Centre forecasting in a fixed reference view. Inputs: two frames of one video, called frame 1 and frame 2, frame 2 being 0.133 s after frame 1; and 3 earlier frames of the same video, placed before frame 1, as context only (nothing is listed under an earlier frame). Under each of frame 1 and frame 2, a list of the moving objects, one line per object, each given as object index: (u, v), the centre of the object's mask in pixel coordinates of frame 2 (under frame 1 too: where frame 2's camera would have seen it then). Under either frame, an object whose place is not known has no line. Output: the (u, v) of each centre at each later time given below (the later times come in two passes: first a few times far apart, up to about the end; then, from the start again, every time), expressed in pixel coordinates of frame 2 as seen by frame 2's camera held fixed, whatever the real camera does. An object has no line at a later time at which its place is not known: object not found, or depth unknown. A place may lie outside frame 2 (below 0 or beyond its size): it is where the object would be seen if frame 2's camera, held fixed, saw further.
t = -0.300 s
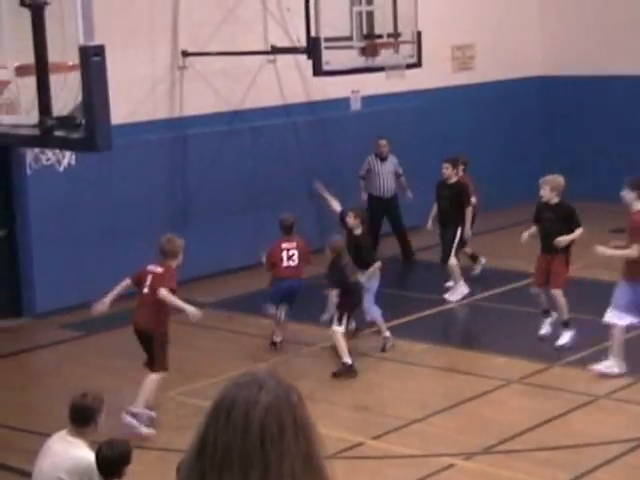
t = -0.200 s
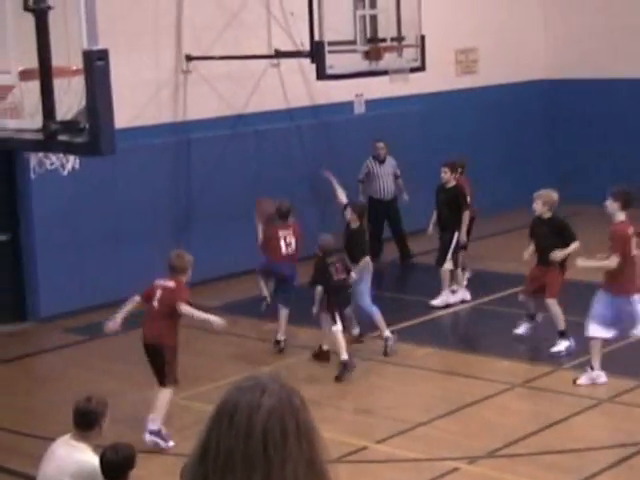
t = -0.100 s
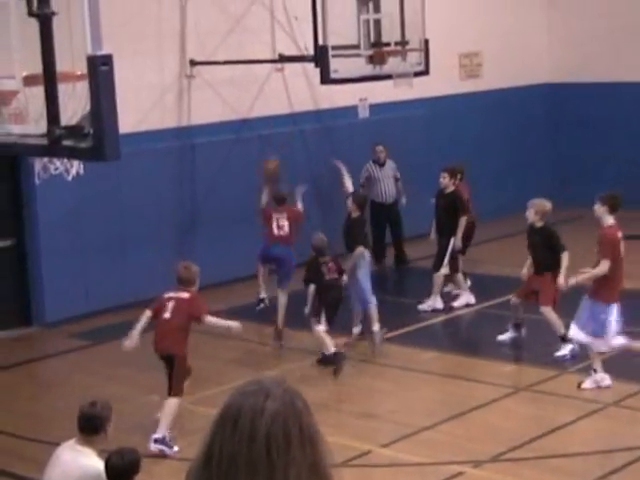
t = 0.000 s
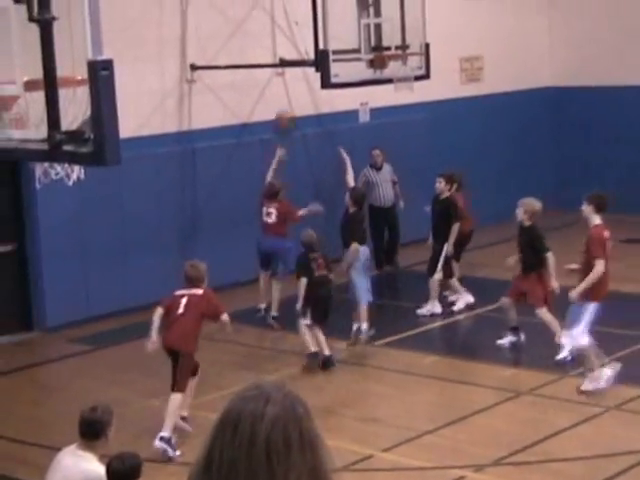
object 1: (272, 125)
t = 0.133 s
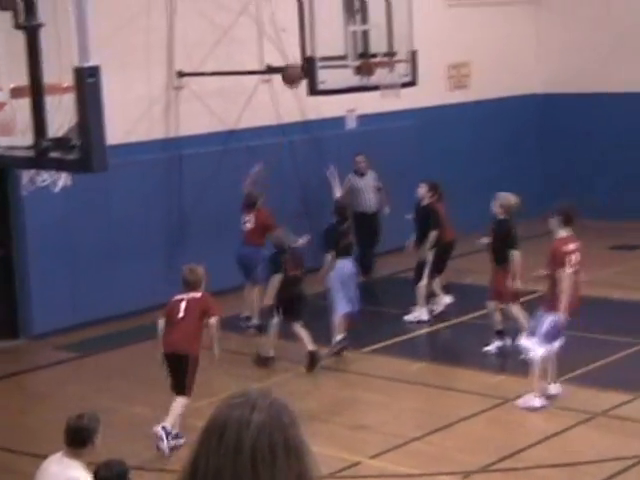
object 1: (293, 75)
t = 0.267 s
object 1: (311, 39)
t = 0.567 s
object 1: (355, 20)
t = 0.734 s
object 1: (378, 43)
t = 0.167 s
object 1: (297, 64)
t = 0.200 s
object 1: (301, 55)
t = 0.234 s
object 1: (307, 47)
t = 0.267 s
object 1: (311, 39)
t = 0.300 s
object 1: (317, 33)
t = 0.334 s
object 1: (321, 28)
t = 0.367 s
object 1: (326, 24)
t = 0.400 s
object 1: (331, 21)
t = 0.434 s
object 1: (336, 19)
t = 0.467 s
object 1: (341, 18)
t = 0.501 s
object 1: (346, 18)
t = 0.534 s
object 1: (350, 19)
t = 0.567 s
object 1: (355, 20)
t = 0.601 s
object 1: (359, 23)
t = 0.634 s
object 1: (364, 27)
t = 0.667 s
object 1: (370, 32)
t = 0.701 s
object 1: (372, 38)
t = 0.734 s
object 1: (378, 43)
